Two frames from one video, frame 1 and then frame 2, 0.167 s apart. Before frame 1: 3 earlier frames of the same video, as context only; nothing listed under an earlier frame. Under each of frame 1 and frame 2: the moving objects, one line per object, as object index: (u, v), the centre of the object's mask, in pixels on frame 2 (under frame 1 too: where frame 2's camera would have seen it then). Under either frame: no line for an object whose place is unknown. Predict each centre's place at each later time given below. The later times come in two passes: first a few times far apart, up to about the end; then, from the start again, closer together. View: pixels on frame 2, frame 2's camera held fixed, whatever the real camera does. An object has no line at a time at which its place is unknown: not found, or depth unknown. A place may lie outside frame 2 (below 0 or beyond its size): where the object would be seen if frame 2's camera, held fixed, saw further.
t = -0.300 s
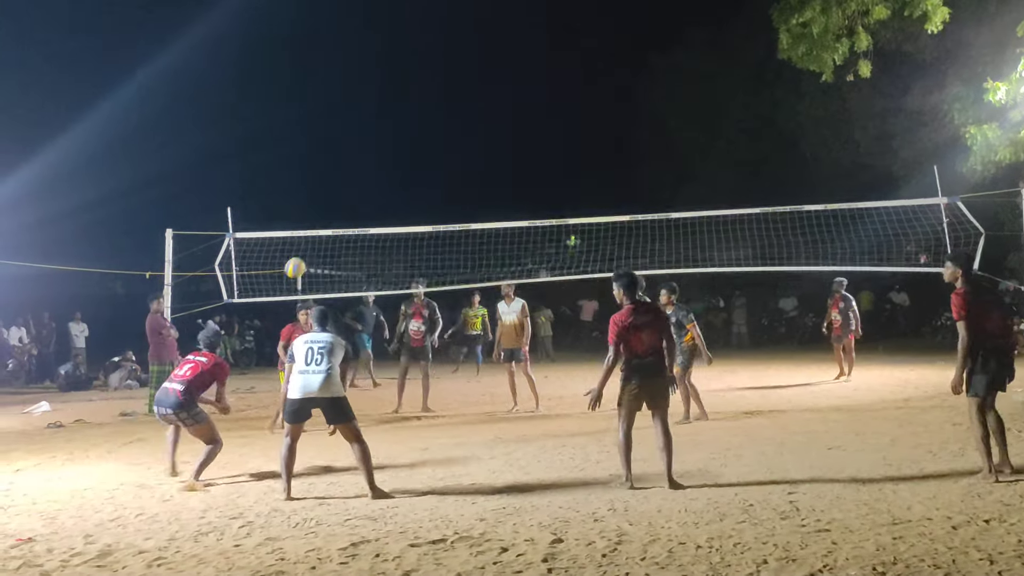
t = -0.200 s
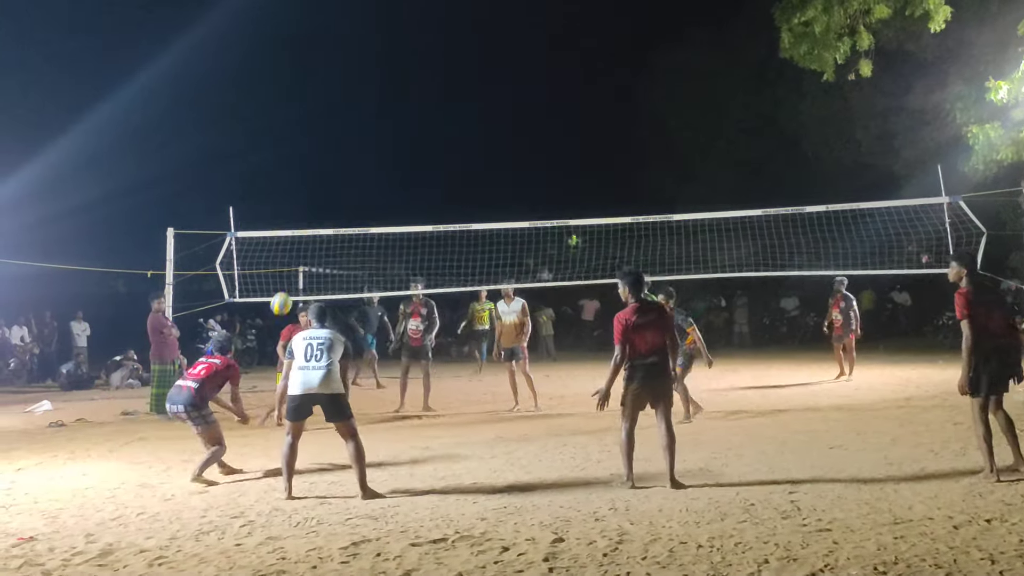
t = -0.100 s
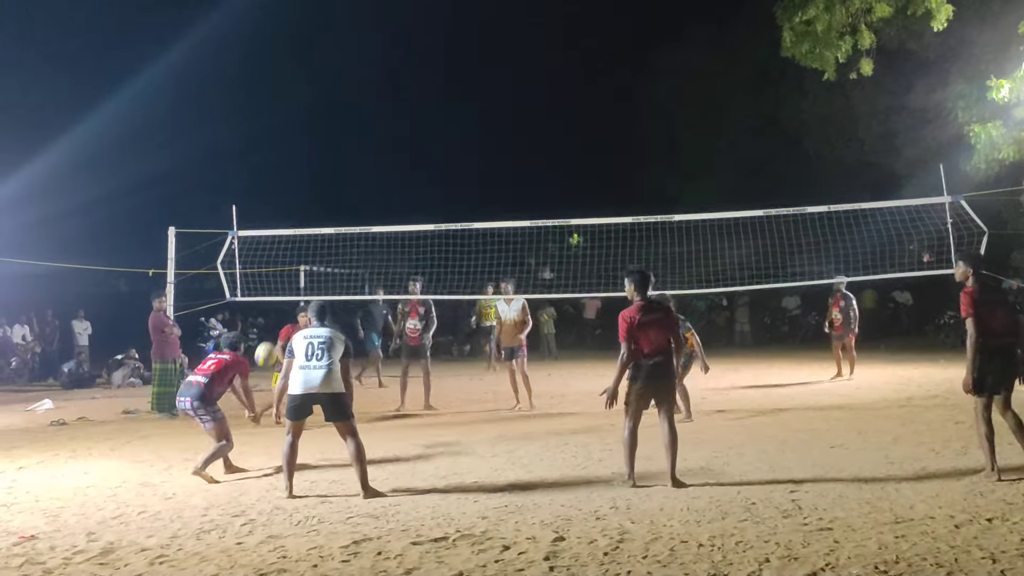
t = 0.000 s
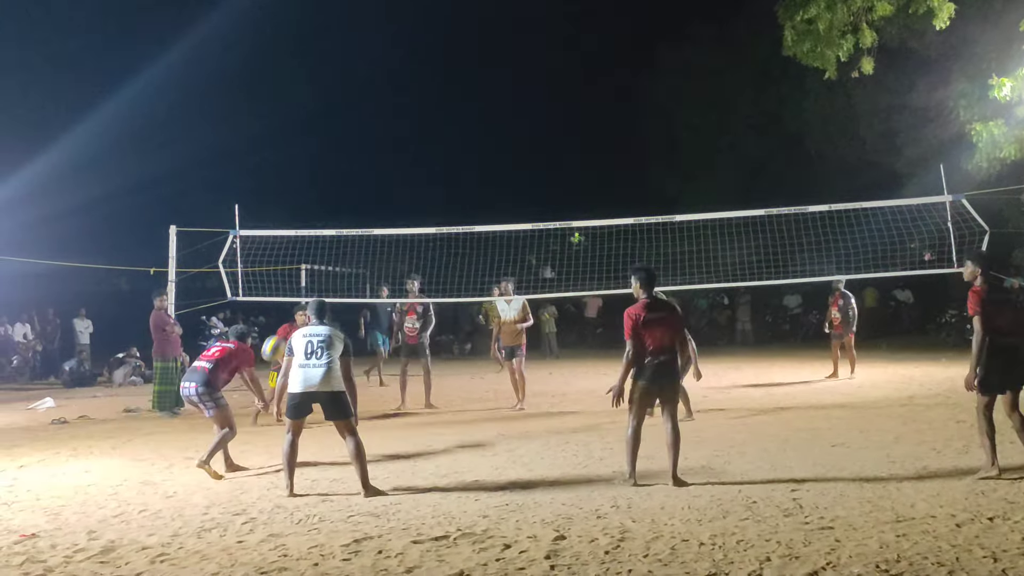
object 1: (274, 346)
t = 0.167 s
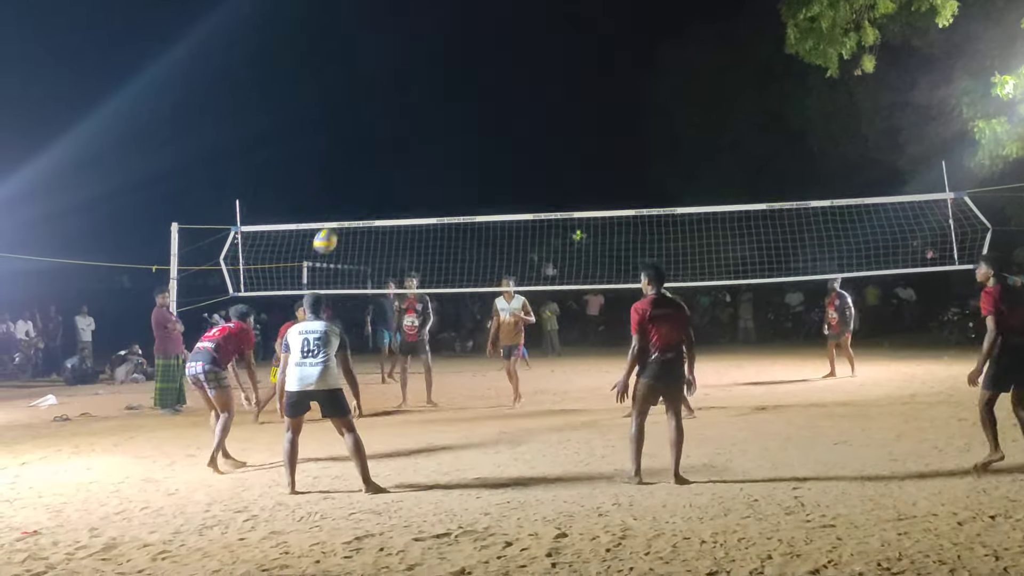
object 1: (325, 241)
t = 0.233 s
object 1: (343, 208)
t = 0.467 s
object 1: (407, 130)
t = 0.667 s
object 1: (458, 105)
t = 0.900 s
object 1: (515, 121)
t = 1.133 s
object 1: (570, 180)
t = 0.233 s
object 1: (343, 208)
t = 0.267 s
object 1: (353, 194)
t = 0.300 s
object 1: (362, 181)
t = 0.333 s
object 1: (371, 168)
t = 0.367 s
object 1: (380, 157)
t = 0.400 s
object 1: (389, 146)
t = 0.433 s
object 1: (398, 138)
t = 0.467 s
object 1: (407, 130)
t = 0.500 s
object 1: (415, 123)
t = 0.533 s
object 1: (424, 118)
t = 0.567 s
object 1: (433, 113)
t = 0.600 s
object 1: (441, 109)
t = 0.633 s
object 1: (449, 107)
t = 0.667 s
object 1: (458, 105)
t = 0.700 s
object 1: (466, 105)
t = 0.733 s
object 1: (474, 105)
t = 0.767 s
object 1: (482, 106)
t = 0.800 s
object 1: (491, 107)
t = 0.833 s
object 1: (499, 111)
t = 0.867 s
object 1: (507, 116)
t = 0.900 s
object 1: (515, 121)
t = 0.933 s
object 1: (523, 126)
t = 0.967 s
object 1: (531, 133)
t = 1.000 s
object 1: (539, 141)
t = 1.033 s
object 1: (547, 150)
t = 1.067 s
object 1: (555, 159)
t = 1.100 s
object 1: (562, 170)
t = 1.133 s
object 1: (570, 180)
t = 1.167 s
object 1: (578, 192)
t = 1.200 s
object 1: (585, 204)
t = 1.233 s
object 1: (593, 219)
